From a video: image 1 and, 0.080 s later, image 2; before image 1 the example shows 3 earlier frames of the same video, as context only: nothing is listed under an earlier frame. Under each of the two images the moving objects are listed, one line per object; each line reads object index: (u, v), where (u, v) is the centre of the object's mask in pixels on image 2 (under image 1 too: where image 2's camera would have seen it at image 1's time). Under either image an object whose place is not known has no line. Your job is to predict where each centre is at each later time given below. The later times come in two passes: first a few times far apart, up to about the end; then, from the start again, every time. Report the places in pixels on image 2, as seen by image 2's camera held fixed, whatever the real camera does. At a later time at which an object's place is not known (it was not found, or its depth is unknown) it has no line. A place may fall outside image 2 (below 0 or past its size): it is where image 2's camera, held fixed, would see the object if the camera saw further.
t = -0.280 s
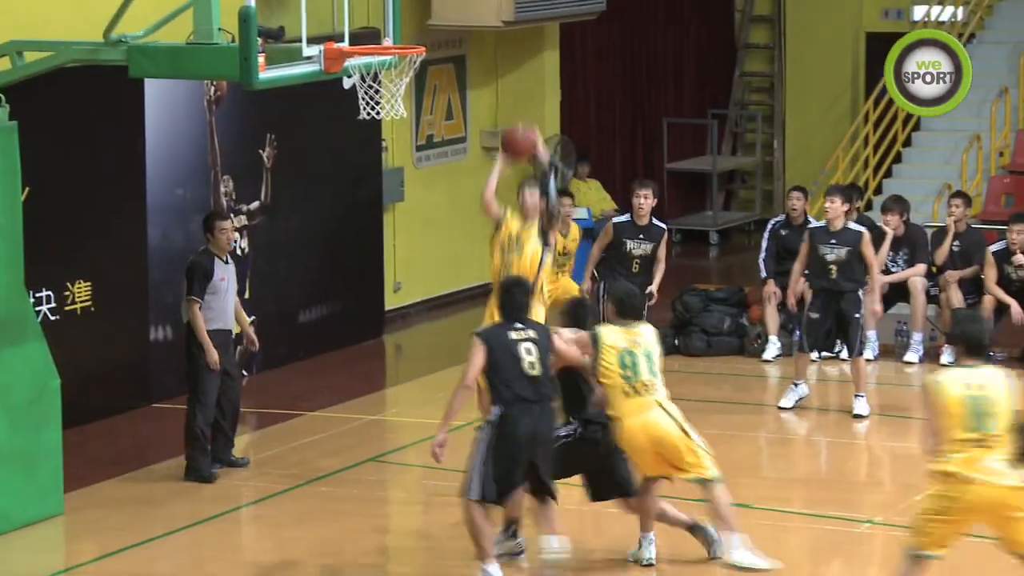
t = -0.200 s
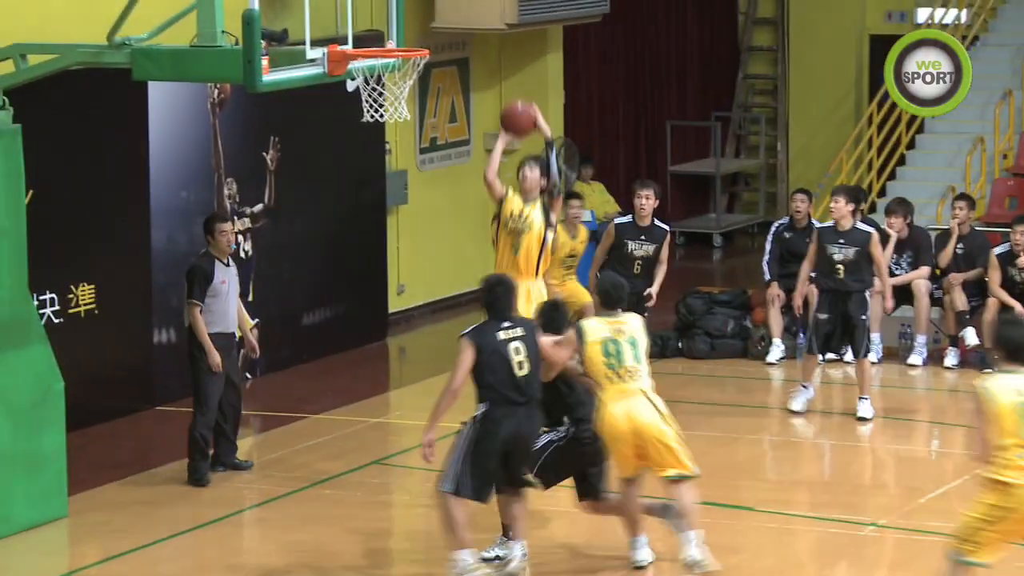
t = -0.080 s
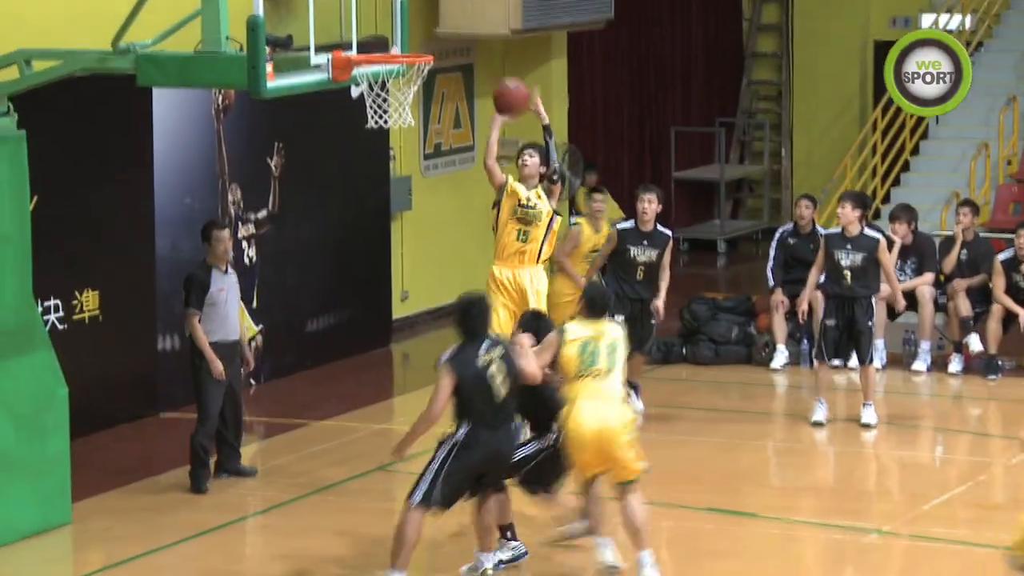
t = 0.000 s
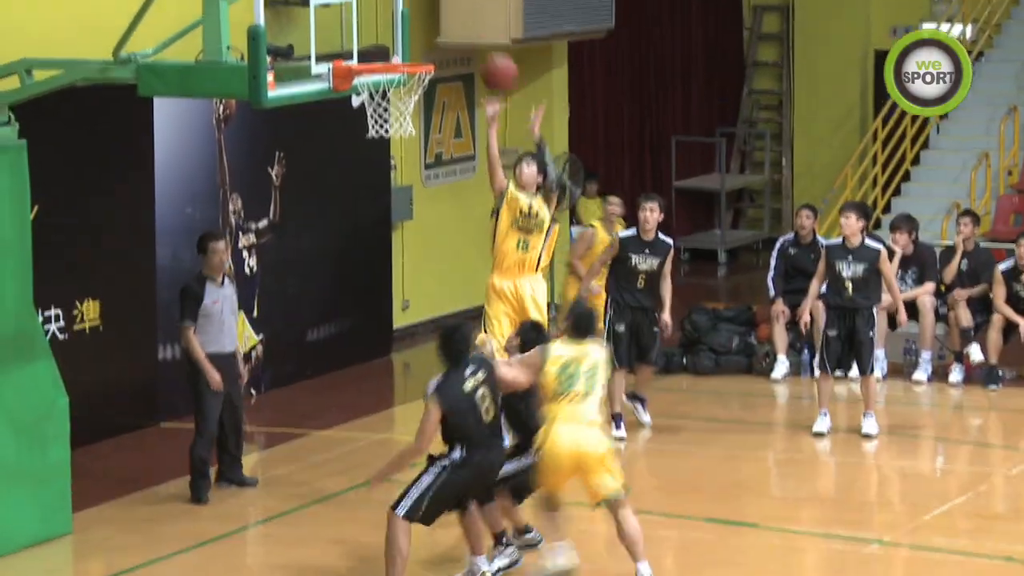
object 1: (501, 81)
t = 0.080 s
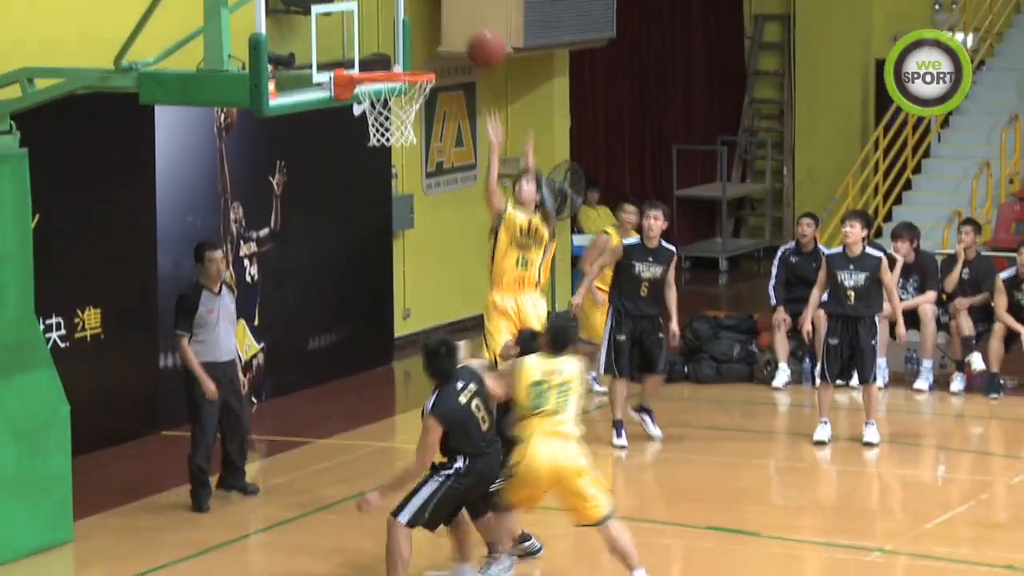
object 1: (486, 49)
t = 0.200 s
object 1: (464, 18)
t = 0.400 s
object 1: (429, 15)
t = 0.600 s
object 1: (392, 82)
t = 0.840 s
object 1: (379, 141)
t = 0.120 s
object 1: (478, 36)
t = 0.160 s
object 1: (471, 26)
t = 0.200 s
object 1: (464, 18)
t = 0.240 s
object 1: (457, 13)
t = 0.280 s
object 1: (450, 10)
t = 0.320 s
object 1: (442, 9)
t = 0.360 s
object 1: (436, 10)
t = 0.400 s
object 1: (429, 15)
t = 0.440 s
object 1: (422, 22)
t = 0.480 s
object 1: (415, 32)
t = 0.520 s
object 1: (407, 46)
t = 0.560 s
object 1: (399, 60)
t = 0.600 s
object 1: (392, 82)
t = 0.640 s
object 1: (385, 99)
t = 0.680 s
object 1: (381, 107)
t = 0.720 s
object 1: (379, 117)
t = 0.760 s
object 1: (379, 128)
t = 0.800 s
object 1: (379, 132)
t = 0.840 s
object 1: (379, 141)
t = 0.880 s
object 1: (379, 155)
